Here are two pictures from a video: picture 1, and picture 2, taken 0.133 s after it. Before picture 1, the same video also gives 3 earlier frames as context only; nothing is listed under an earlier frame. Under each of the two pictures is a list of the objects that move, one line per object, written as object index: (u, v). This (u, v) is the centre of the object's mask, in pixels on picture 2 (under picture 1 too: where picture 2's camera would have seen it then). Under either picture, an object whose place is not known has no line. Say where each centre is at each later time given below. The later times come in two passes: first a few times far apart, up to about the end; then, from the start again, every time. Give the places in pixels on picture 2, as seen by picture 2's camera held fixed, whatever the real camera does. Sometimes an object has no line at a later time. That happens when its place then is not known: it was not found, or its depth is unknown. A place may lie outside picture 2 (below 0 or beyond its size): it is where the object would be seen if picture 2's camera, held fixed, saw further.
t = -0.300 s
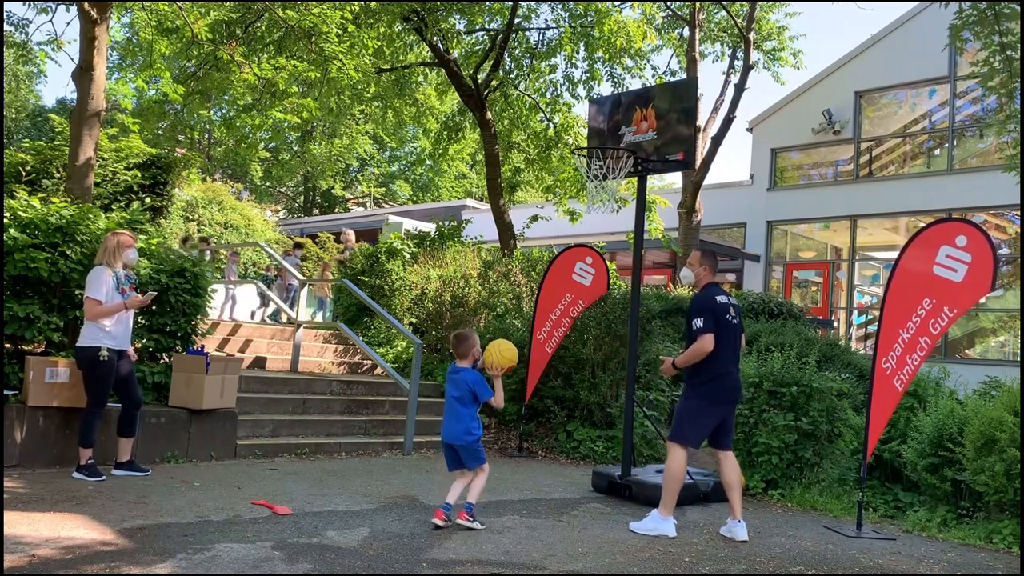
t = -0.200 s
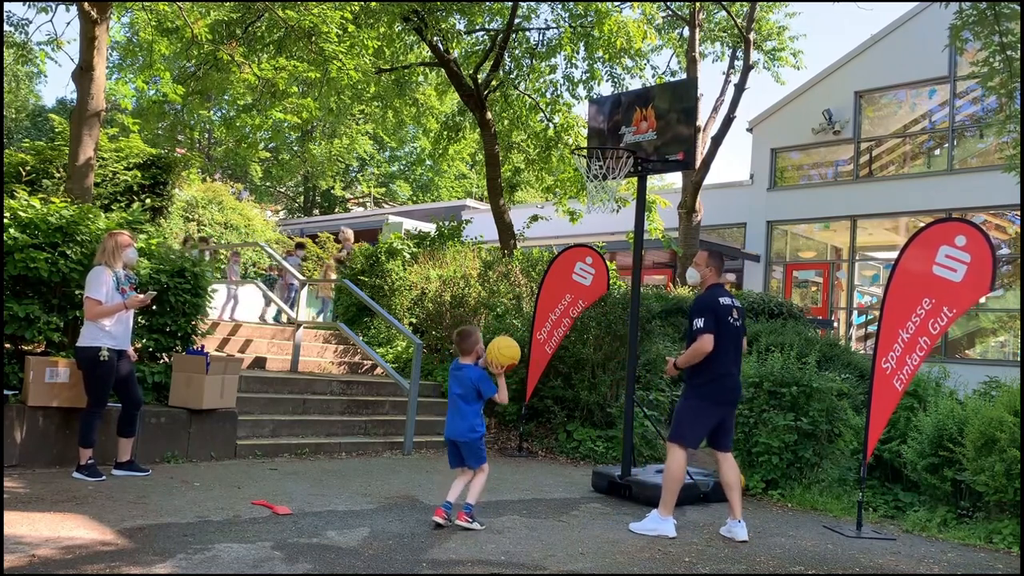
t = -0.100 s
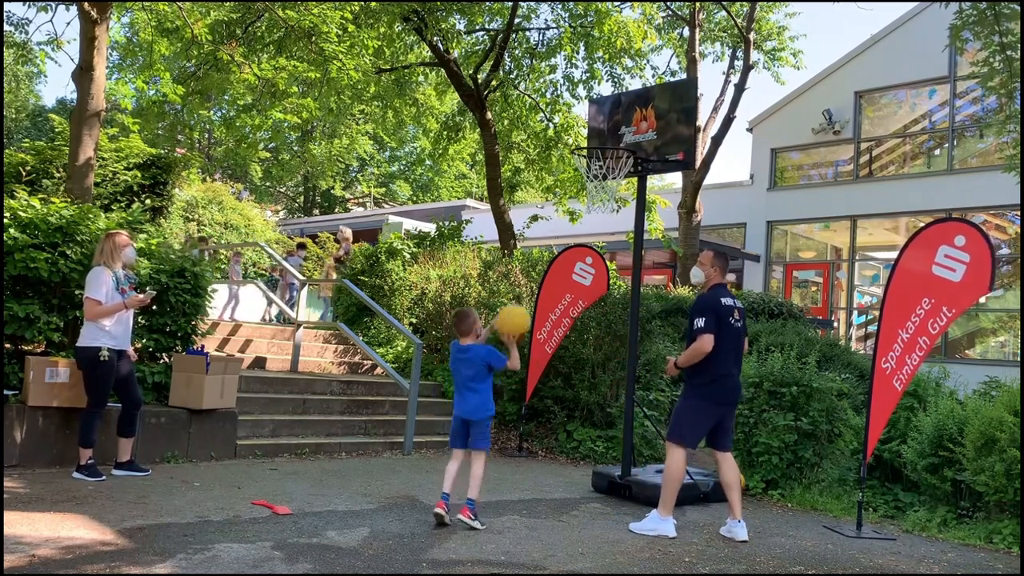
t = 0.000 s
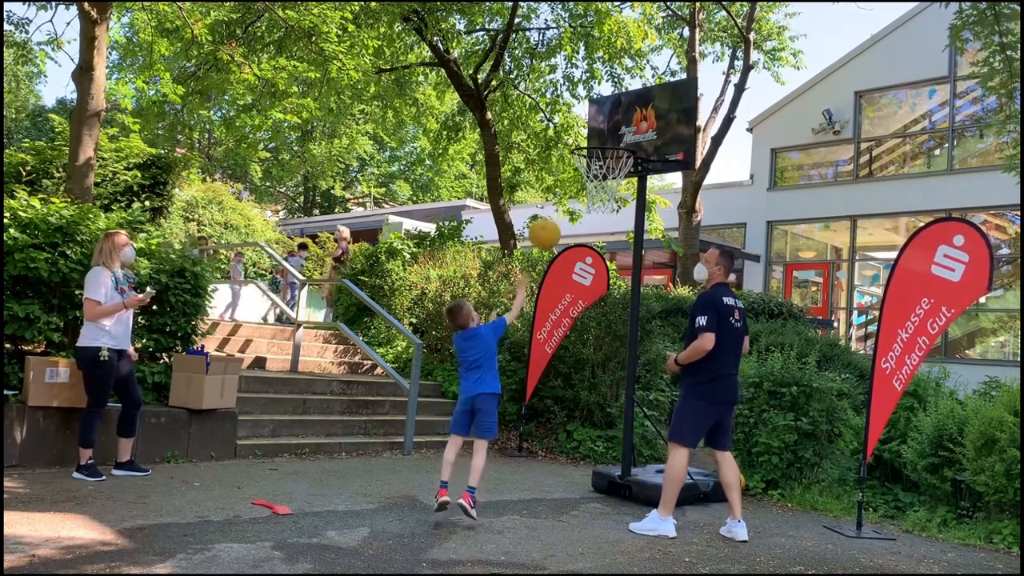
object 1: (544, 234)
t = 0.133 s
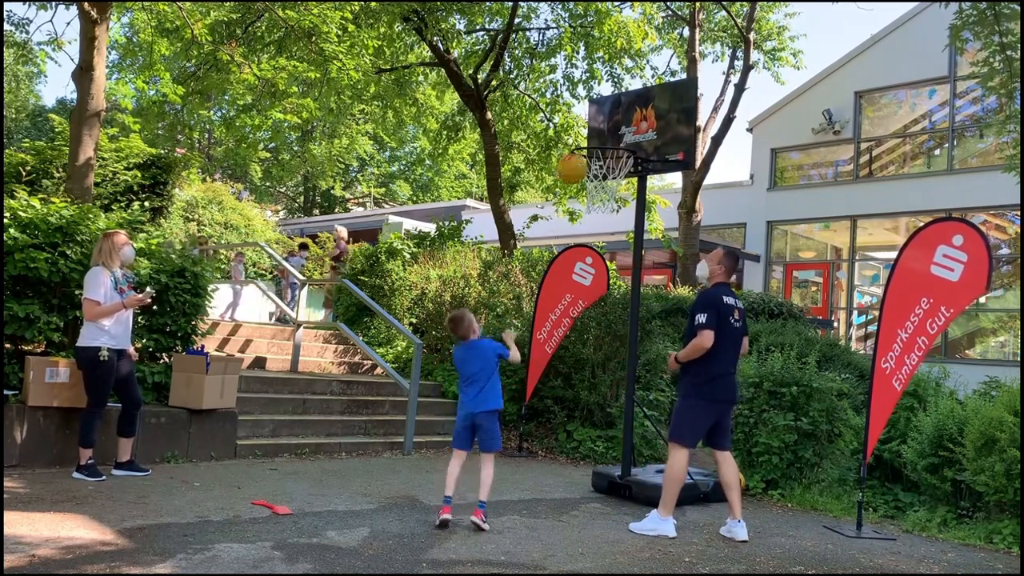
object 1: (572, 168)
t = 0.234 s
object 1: (589, 140)
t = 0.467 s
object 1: (621, 131)
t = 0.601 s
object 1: (617, 136)
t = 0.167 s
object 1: (578, 157)
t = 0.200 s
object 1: (583, 148)
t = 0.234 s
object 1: (589, 140)
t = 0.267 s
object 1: (595, 135)
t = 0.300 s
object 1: (599, 130)
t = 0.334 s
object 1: (604, 127)
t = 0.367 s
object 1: (608, 126)
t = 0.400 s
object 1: (612, 126)
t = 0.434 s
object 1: (616, 128)
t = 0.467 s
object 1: (621, 131)
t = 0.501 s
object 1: (625, 135)
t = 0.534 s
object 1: (627, 138)
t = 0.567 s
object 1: (622, 139)
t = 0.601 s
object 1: (617, 136)
